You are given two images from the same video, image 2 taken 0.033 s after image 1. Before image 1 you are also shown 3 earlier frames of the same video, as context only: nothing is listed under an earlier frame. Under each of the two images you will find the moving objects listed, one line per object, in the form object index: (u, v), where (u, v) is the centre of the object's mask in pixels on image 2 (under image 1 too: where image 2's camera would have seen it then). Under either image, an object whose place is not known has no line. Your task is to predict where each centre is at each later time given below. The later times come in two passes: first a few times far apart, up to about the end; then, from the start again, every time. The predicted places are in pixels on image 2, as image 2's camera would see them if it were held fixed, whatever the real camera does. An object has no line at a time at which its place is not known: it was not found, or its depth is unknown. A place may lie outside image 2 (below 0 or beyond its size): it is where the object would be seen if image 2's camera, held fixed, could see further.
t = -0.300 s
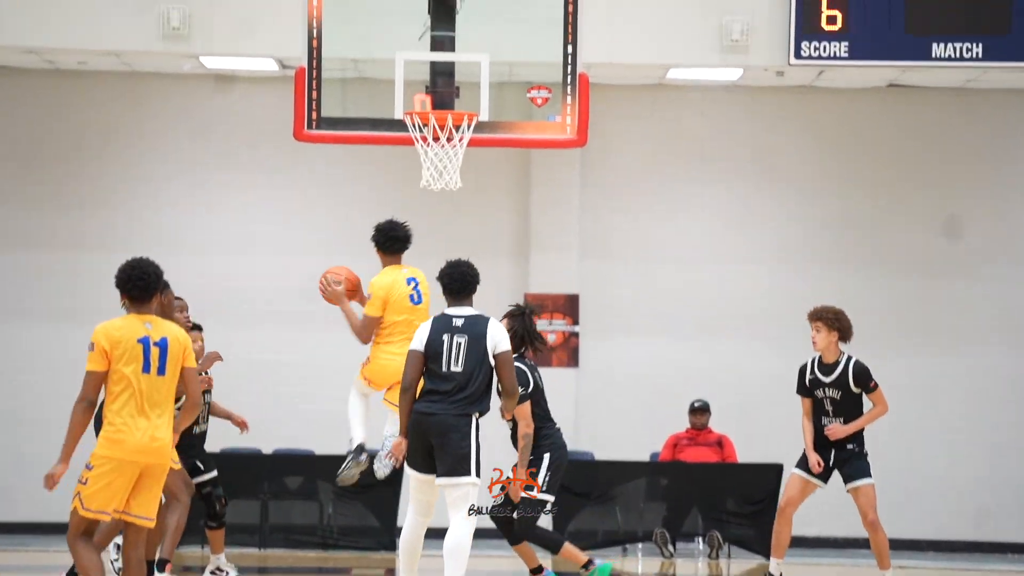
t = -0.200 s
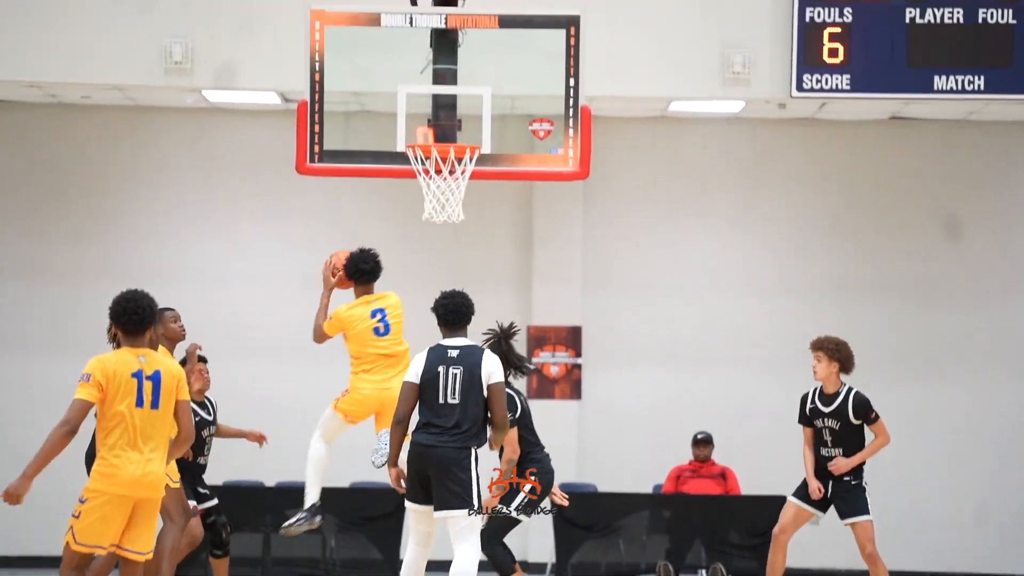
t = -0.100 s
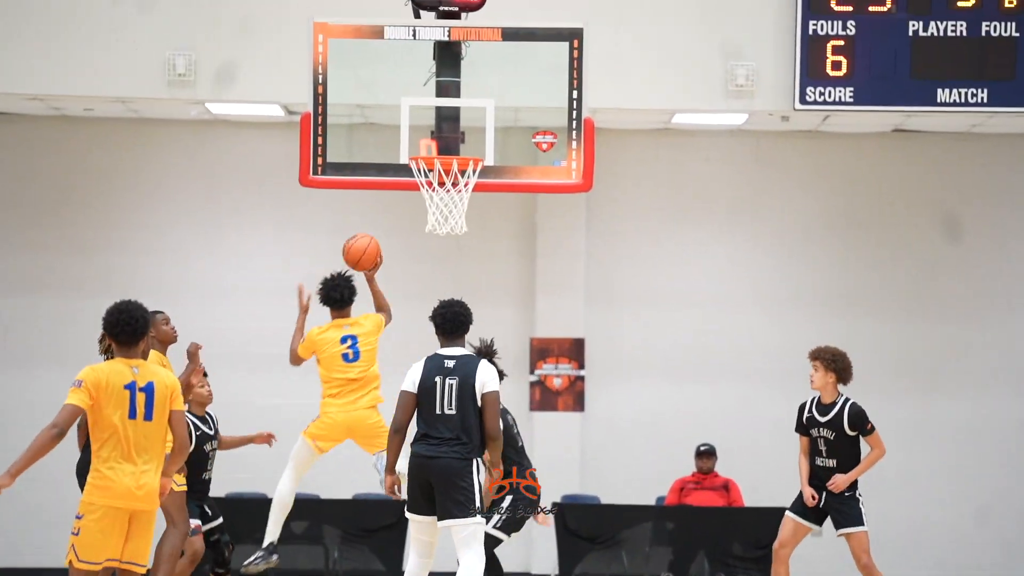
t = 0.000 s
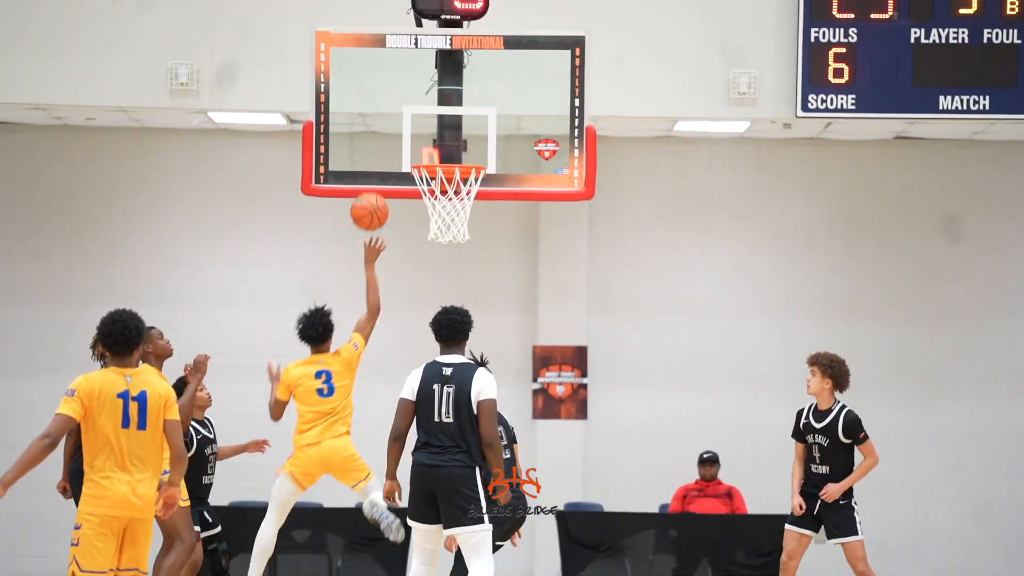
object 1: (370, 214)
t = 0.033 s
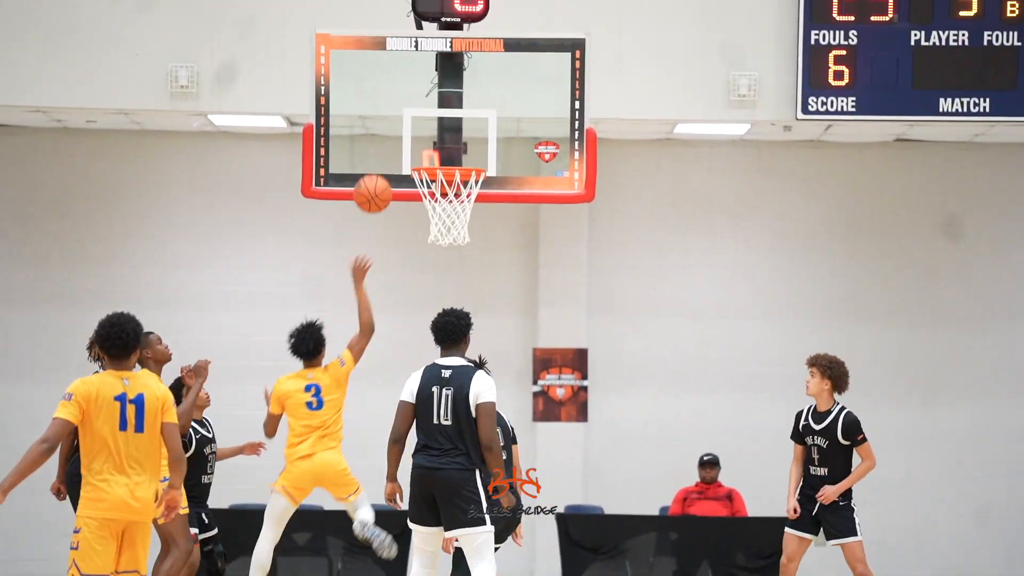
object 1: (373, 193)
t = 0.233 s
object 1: (390, 107)
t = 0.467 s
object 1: (409, 89)
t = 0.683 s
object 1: (425, 146)
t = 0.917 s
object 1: (474, 153)
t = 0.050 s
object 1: (374, 184)
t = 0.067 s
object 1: (376, 175)
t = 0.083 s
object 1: (377, 167)
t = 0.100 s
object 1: (378, 158)
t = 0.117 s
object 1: (380, 150)
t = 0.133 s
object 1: (381, 143)
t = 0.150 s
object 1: (383, 136)
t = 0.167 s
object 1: (384, 130)
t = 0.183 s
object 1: (385, 123)
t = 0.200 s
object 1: (387, 118)
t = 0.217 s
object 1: (388, 112)
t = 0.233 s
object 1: (390, 107)
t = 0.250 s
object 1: (391, 103)
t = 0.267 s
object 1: (393, 100)
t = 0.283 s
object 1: (394, 96)
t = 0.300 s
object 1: (396, 94)
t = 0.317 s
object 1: (397, 91)
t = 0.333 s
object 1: (399, 90)
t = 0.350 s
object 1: (400, 88)
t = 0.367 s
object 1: (401, 87)
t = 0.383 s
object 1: (403, 86)
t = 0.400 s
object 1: (404, 86)
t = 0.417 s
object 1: (405, 86)
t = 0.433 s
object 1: (406, 87)
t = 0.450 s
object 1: (408, 88)
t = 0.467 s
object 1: (409, 89)
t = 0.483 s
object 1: (410, 91)
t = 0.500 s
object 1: (412, 93)
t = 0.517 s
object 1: (413, 96)
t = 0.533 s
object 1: (414, 99)
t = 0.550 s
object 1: (416, 103)
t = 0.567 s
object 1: (417, 106)
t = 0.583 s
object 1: (418, 111)
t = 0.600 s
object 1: (419, 116)
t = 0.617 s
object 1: (421, 121)
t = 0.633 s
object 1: (422, 127)
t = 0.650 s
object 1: (423, 133)
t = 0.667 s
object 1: (424, 139)
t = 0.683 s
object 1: (425, 146)
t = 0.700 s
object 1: (426, 151)
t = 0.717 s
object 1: (430, 151)
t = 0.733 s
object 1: (434, 150)
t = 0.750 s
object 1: (438, 149)
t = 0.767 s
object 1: (442, 148)
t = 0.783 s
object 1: (446, 148)
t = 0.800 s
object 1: (450, 148)
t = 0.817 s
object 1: (454, 148)
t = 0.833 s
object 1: (458, 149)
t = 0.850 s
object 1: (462, 150)
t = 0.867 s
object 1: (466, 152)
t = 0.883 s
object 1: (471, 153)
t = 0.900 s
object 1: (474, 154)
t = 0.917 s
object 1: (474, 153)
